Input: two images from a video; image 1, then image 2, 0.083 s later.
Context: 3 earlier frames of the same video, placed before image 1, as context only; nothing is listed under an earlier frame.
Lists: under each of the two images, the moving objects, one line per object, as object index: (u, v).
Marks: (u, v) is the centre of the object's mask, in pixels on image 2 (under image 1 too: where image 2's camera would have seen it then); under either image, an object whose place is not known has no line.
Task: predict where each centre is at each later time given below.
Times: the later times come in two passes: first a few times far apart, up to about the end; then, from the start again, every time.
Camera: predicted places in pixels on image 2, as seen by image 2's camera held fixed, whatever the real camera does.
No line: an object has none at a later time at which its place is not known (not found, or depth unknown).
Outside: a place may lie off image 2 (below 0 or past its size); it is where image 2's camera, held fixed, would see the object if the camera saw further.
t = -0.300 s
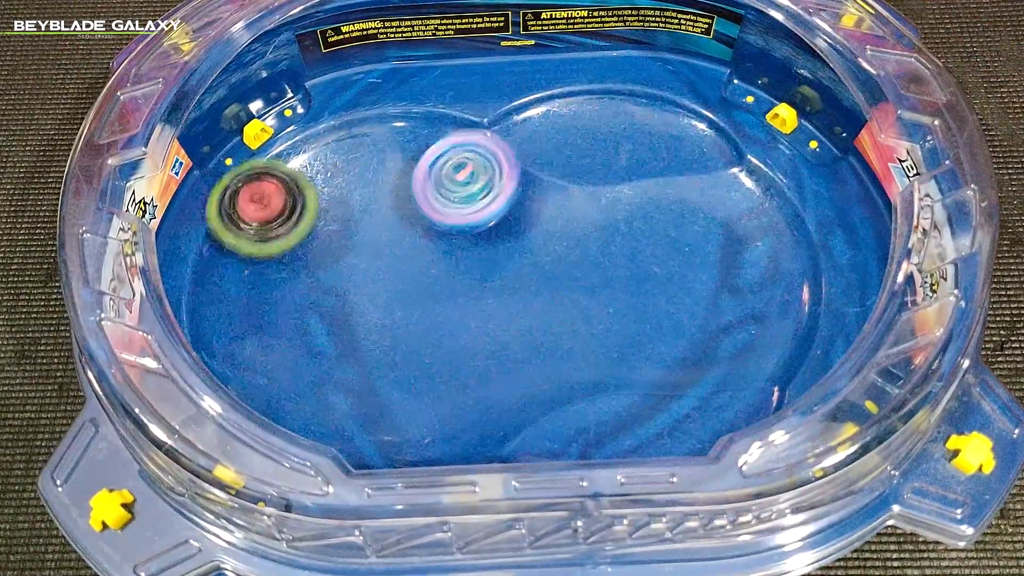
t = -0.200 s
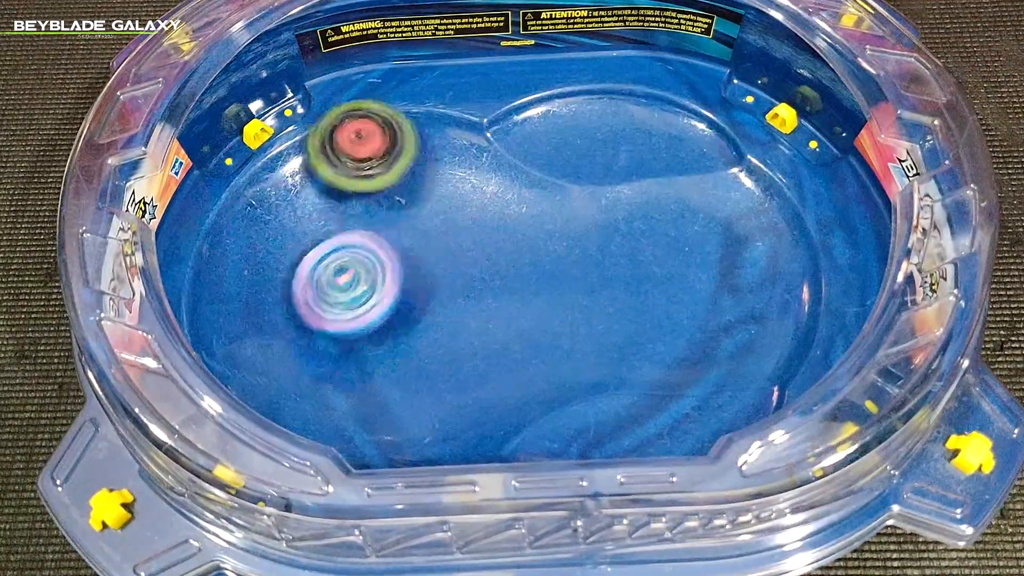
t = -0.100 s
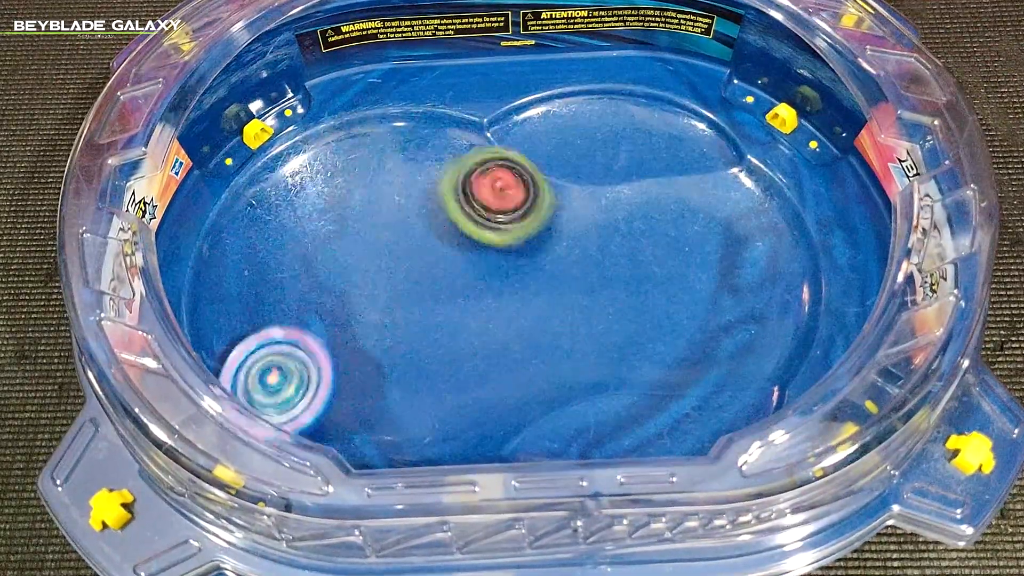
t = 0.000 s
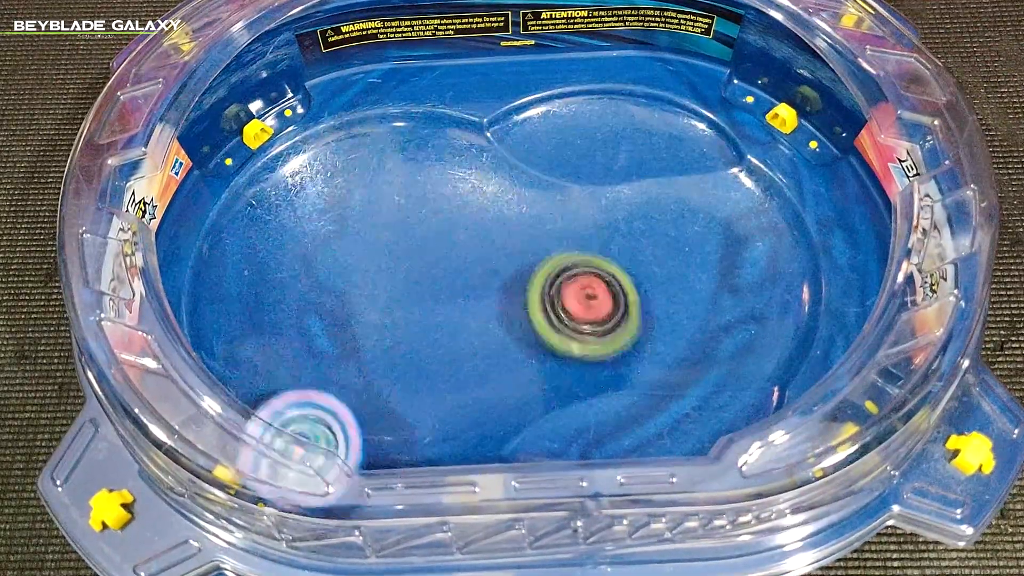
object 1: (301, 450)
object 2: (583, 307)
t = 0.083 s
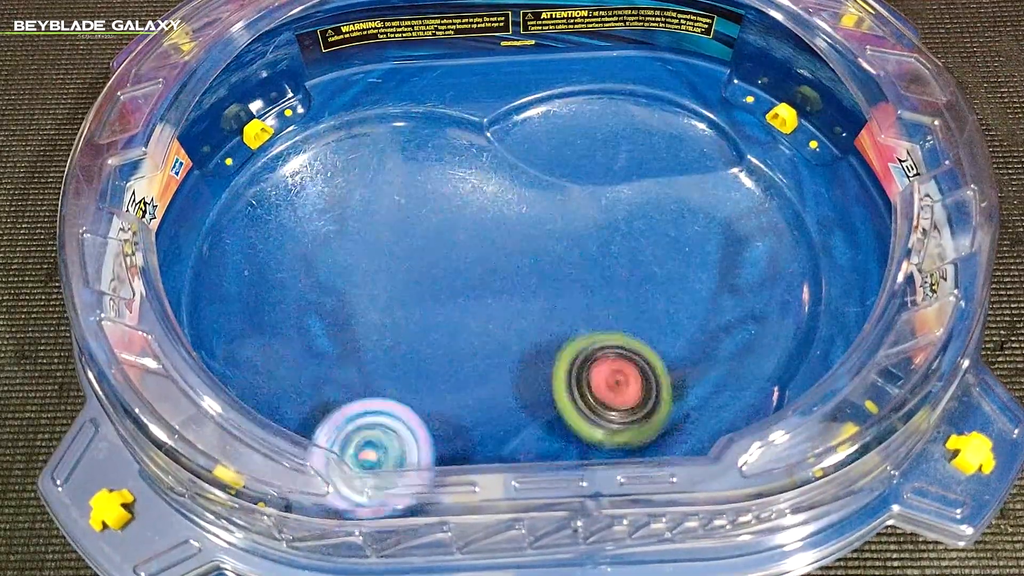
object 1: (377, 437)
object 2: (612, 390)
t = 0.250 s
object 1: (520, 403)
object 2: (639, 461)
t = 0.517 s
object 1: (634, 146)
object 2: (673, 384)
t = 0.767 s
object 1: (545, 131)
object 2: (666, 454)
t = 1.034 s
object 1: (422, 301)
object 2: (528, 349)
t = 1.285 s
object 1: (286, 311)
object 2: (657, 341)
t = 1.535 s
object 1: (541, 341)
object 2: (755, 333)
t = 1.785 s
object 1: (630, 151)
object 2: (647, 294)
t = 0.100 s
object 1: (391, 435)
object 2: (614, 405)
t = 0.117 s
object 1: (405, 436)
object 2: (614, 414)
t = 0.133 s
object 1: (423, 434)
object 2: (616, 437)
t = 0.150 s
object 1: (441, 432)
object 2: (616, 449)
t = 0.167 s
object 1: (462, 431)
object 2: (613, 459)
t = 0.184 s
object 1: (481, 429)
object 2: (610, 463)
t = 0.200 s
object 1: (491, 423)
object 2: (616, 463)
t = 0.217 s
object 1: (500, 418)
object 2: (625, 461)
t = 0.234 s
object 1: (510, 411)
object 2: (633, 461)
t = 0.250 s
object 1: (520, 403)
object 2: (639, 461)
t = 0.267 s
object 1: (529, 395)
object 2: (643, 460)
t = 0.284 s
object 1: (539, 389)
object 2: (646, 437)
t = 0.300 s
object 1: (546, 373)
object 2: (650, 432)
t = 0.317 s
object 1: (554, 357)
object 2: (654, 427)
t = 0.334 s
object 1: (563, 342)
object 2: (657, 423)
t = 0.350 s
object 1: (572, 323)
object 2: (660, 418)
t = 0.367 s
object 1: (581, 305)
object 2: (663, 415)
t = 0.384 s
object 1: (591, 286)
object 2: (666, 410)
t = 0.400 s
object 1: (600, 268)
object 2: (667, 404)
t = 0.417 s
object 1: (609, 248)
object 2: (668, 398)
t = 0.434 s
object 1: (617, 230)
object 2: (668, 392)
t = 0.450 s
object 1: (623, 211)
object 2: (668, 388)
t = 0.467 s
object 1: (628, 193)
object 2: (669, 385)
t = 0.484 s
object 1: (631, 175)
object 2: (670, 384)
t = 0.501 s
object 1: (633, 160)
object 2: (671, 383)
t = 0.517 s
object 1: (634, 146)
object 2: (673, 384)
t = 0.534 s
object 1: (635, 134)
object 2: (675, 386)
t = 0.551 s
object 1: (635, 121)
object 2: (678, 389)
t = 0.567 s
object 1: (633, 109)
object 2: (681, 393)
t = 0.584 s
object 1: (630, 97)
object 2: (684, 397)
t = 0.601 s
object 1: (626, 87)
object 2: (687, 402)
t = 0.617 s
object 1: (621, 79)
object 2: (688, 404)
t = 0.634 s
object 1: (614, 75)
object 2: (689, 408)
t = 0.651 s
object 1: (608, 75)
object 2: (689, 412)
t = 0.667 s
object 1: (600, 79)
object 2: (688, 415)
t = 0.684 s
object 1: (593, 85)
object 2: (687, 419)
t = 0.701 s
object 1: (584, 94)
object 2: (684, 424)
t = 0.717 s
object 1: (575, 103)
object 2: (680, 427)
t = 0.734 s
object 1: (565, 112)
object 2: (675, 429)
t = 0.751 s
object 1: (555, 122)
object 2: (668, 431)
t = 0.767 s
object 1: (545, 131)
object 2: (666, 454)
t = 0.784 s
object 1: (538, 140)
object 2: (654, 453)
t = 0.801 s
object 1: (531, 151)
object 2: (637, 440)
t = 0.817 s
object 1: (526, 163)
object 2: (628, 432)
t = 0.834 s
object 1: (519, 177)
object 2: (615, 431)
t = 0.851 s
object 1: (511, 191)
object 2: (602, 428)
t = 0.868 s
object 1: (502, 206)
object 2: (589, 426)
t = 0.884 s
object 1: (493, 219)
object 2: (578, 422)
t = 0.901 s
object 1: (483, 232)
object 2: (569, 417)
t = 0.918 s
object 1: (473, 244)
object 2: (563, 411)
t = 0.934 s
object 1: (464, 255)
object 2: (558, 403)
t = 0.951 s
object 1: (455, 264)
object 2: (555, 394)
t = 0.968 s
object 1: (447, 273)
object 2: (552, 386)
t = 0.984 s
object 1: (440, 281)
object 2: (548, 378)
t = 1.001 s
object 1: (433, 288)
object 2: (543, 369)
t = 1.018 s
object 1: (427, 295)
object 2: (536, 359)
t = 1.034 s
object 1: (422, 301)
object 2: (528, 349)
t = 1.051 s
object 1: (410, 303)
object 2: (529, 341)
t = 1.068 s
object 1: (389, 299)
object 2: (540, 339)
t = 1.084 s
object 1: (370, 296)
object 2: (550, 338)
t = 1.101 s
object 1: (352, 293)
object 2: (560, 337)
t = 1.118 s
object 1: (336, 290)
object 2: (569, 338)
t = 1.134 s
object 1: (322, 287)
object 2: (579, 338)
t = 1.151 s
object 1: (310, 285)
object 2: (588, 340)
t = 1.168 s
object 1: (300, 284)
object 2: (597, 342)
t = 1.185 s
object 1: (292, 284)
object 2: (606, 344)
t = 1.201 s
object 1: (286, 286)
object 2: (615, 346)
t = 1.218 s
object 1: (282, 289)
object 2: (623, 347)
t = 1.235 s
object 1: (280, 293)
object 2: (631, 347)
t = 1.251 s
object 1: (280, 298)
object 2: (640, 346)
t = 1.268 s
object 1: (282, 303)
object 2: (648, 343)
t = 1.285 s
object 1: (286, 311)
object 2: (657, 341)
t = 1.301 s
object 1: (291, 321)
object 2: (667, 338)
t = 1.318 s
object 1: (300, 329)
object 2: (677, 334)
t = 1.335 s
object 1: (309, 339)
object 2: (688, 332)
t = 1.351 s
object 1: (322, 349)
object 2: (699, 330)
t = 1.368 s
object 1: (336, 358)
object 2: (710, 327)
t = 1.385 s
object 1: (354, 366)
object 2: (721, 326)
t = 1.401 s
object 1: (372, 372)
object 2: (733, 325)
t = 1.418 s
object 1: (392, 377)
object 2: (743, 325)
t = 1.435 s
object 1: (414, 379)
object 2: (751, 325)
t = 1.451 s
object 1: (435, 378)
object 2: (757, 325)
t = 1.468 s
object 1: (458, 374)
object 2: (760, 326)
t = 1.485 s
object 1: (479, 369)
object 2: (761, 327)
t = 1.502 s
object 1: (500, 361)
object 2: (761, 329)
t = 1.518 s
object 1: (522, 351)
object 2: (758, 331)
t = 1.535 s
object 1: (541, 341)
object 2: (755, 333)
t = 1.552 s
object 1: (560, 327)
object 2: (750, 336)
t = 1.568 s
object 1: (577, 313)
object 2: (744, 340)
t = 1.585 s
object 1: (592, 299)
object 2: (735, 343)
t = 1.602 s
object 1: (604, 284)
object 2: (724, 346)
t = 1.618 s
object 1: (615, 268)
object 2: (713, 346)
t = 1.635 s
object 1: (624, 254)
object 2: (701, 345)
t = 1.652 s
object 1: (630, 238)
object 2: (691, 342)
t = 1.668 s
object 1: (636, 224)
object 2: (682, 338)
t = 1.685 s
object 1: (639, 210)
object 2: (674, 334)
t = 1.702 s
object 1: (640, 197)
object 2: (667, 328)
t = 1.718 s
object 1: (640, 184)
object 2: (660, 322)
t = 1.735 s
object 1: (639, 174)
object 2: (655, 315)
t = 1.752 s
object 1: (636, 164)
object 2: (651, 308)
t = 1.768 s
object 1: (633, 157)
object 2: (649, 301)
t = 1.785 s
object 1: (630, 151)
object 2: (647, 294)
